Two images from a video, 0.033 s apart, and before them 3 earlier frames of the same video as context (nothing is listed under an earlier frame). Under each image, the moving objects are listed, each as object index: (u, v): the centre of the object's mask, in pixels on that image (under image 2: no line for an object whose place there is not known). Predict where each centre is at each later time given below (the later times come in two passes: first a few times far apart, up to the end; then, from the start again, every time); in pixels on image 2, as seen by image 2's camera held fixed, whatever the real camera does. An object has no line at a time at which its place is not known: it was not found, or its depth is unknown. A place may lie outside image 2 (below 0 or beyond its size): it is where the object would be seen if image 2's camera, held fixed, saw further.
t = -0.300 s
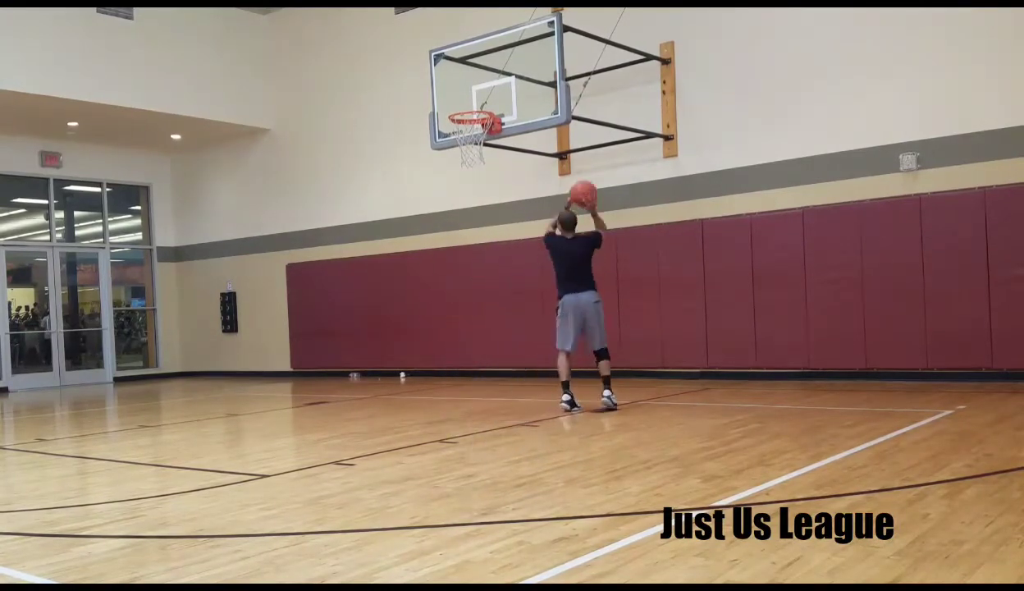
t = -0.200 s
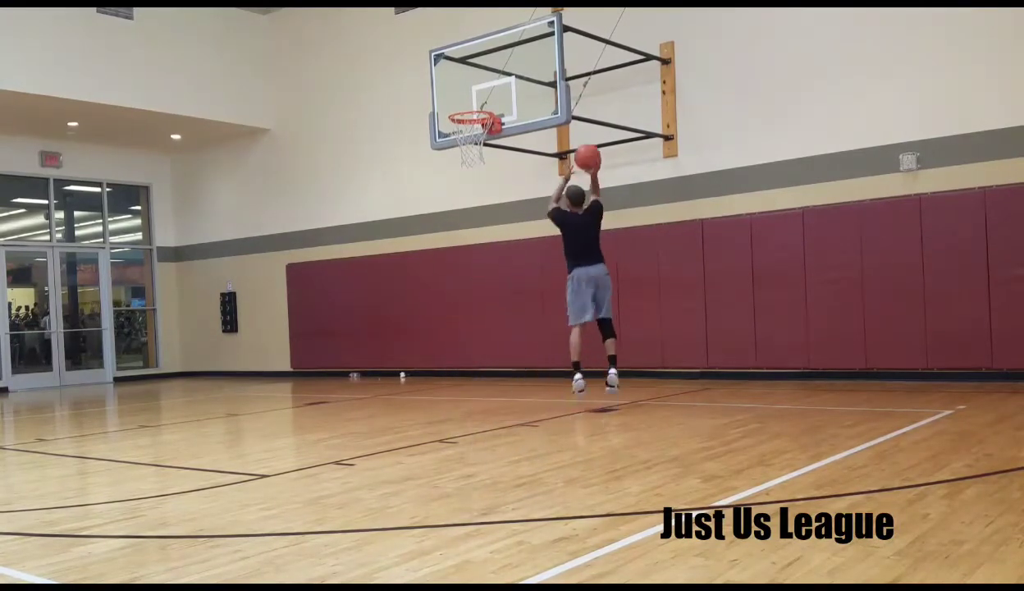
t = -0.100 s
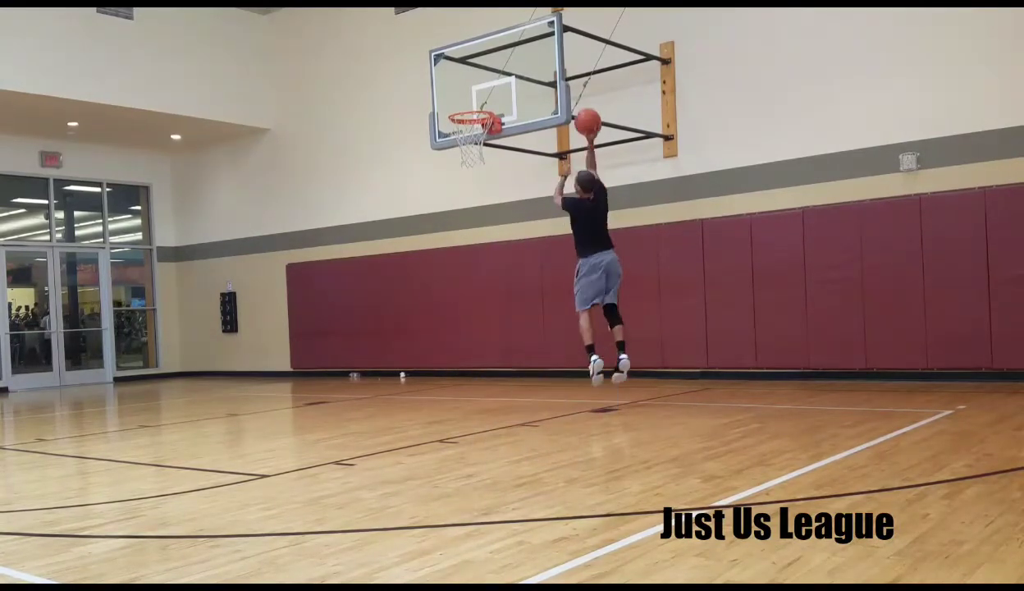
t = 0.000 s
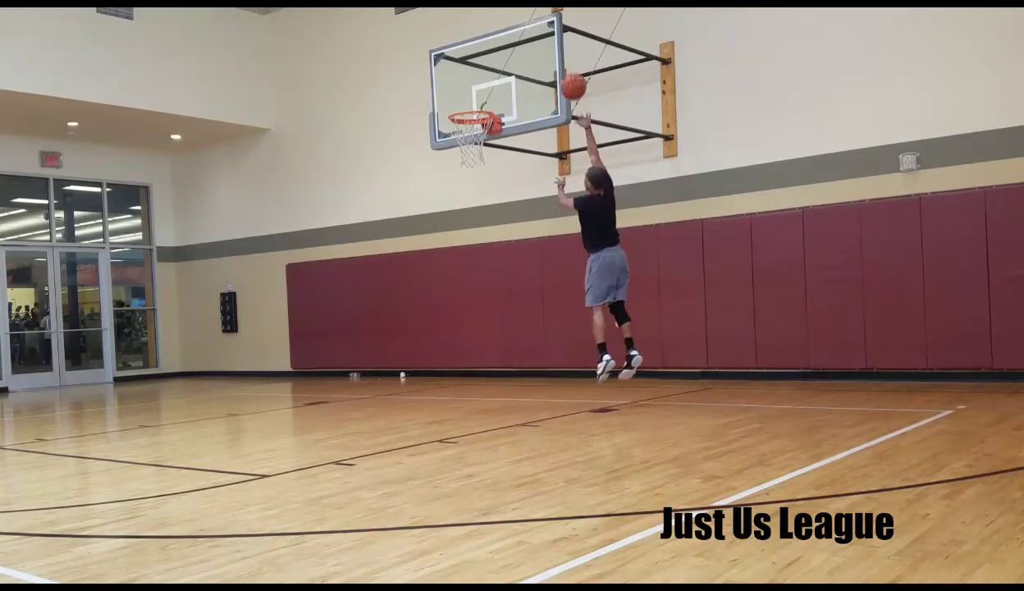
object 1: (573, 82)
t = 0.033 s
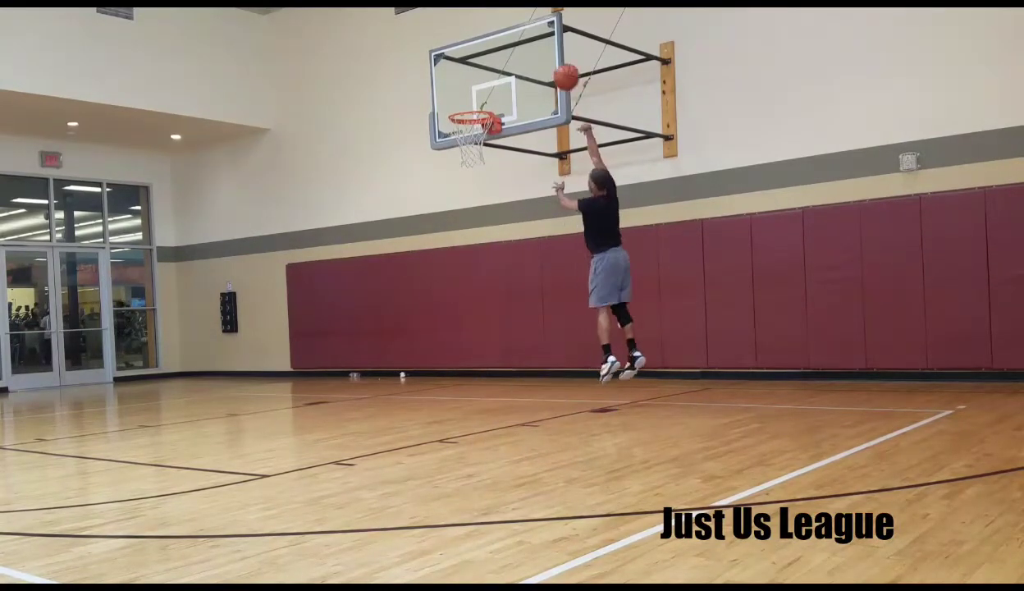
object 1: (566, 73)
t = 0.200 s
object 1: (534, 44)
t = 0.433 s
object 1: (493, 53)
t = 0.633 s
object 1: (464, 103)
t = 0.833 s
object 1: (486, 164)
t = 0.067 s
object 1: (560, 64)
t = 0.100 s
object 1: (553, 58)
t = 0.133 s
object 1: (546, 51)
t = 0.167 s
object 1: (540, 47)
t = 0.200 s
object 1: (534, 44)
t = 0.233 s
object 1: (527, 41)
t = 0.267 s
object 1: (522, 41)
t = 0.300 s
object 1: (516, 41)
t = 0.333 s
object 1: (510, 43)
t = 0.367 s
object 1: (504, 45)
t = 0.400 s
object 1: (499, 48)
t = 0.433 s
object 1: (493, 53)
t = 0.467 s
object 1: (489, 59)
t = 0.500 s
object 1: (483, 65)
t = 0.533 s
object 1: (479, 73)
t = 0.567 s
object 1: (473, 82)
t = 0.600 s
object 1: (469, 91)
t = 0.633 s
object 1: (464, 103)
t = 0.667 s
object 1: (459, 113)
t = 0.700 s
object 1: (464, 122)
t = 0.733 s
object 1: (470, 132)
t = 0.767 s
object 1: (476, 143)
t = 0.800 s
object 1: (482, 152)
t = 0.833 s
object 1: (486, 164)
